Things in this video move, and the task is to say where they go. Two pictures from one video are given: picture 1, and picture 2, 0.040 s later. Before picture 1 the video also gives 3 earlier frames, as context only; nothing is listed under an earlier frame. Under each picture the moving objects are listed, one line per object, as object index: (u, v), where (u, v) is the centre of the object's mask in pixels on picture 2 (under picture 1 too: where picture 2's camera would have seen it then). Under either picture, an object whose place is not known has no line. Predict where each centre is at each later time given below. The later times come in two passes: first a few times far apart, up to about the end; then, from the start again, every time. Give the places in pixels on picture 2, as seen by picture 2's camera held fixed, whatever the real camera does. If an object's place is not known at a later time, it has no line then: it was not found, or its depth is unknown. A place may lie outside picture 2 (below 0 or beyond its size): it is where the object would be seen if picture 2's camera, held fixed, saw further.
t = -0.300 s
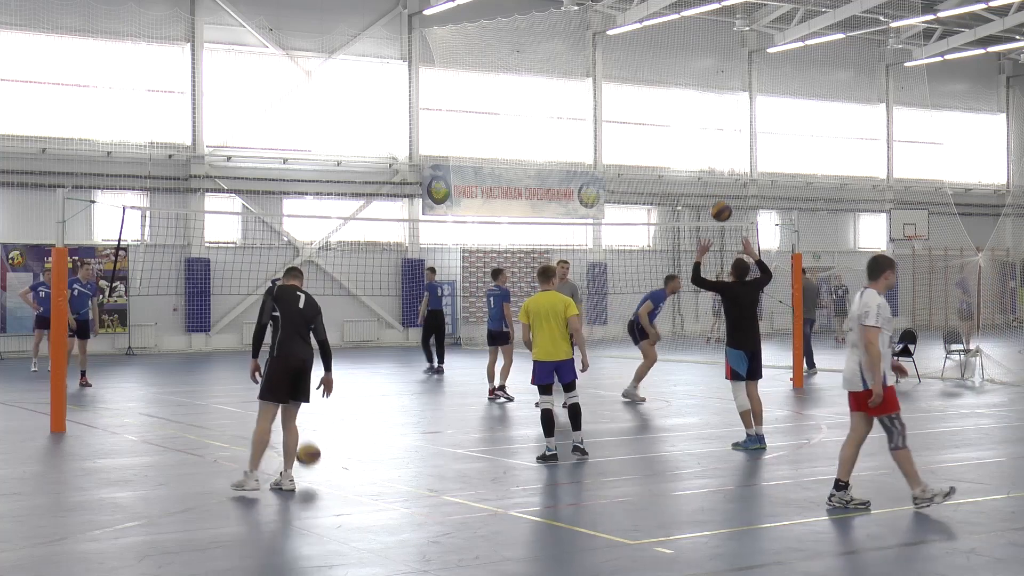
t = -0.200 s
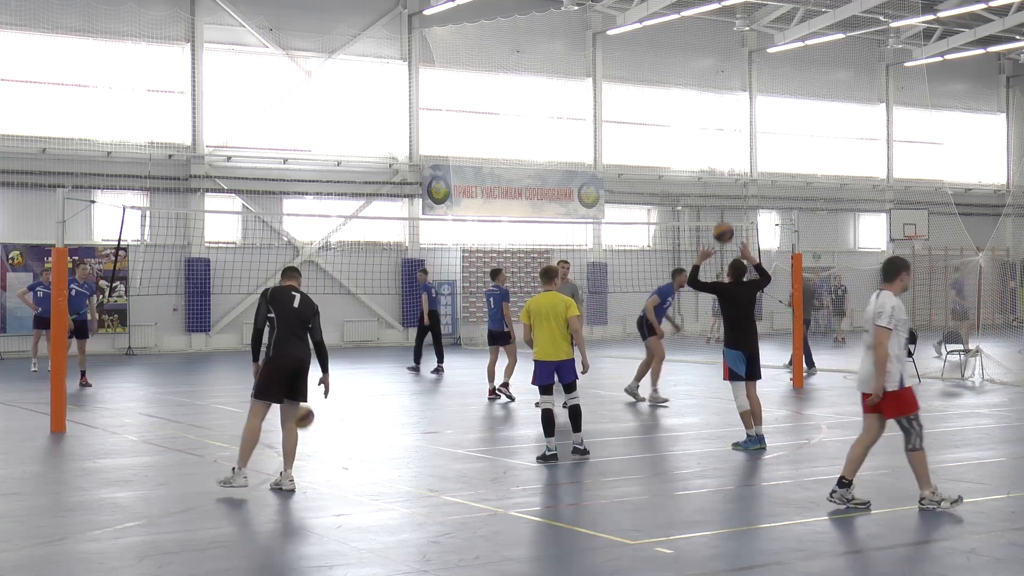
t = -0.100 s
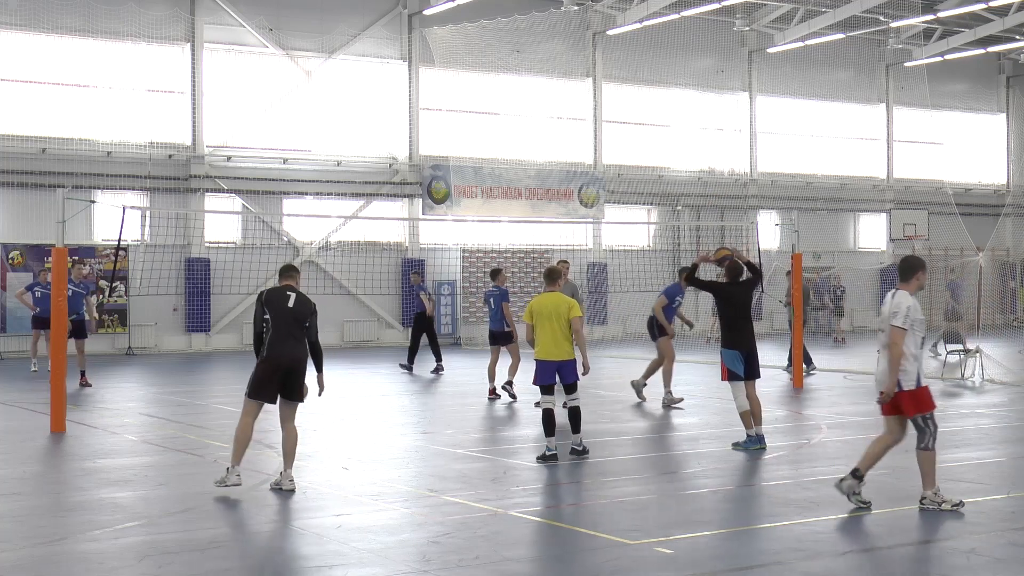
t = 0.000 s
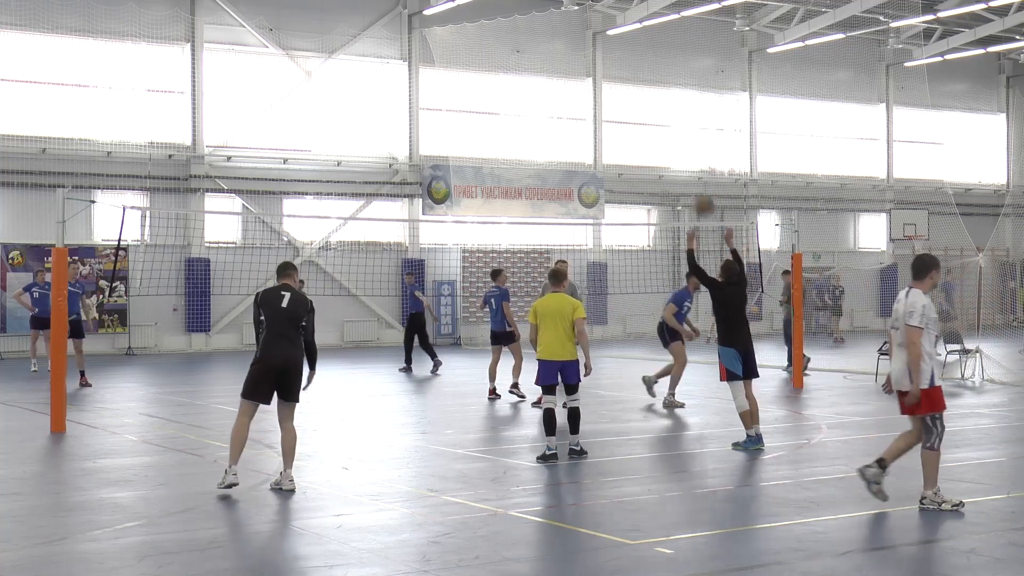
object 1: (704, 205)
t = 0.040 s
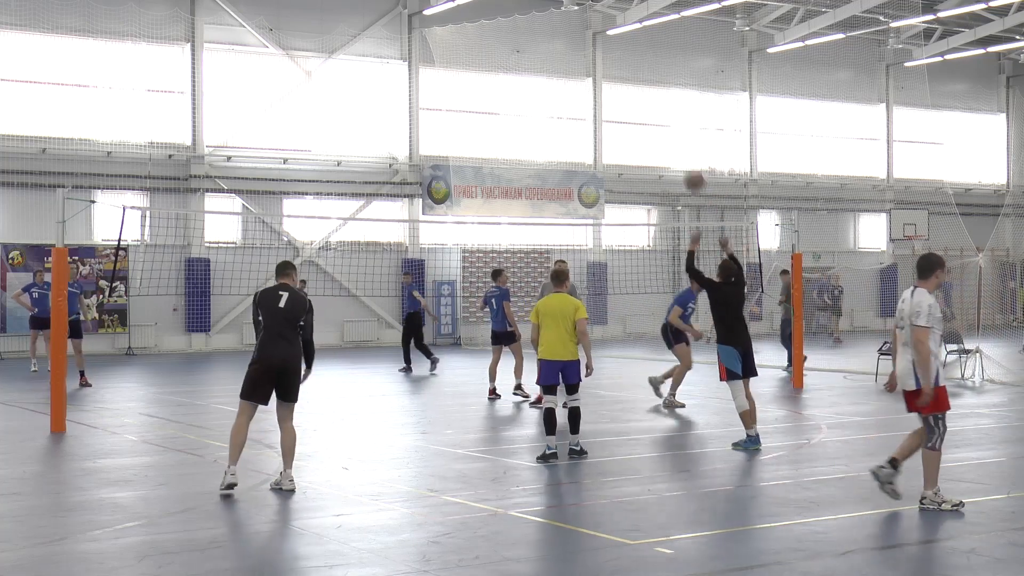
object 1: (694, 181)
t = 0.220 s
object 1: (653, 96)
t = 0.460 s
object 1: (605, 42)
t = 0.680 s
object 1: (567, 40)
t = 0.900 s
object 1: (533, 77)
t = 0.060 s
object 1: (690, 173)
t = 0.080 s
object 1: (684, 159)
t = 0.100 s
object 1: (680, 148)
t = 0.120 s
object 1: (674, 139)
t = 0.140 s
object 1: (670, 129)
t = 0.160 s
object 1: (665, 121)
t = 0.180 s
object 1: (662, 112)
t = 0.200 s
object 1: (657, 104)
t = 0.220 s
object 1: (653, 96)
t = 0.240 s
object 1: (649, 88)
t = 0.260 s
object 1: (644, 82)
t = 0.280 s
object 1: (641, 77)
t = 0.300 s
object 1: (636, 72)
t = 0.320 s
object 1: (632, 66)
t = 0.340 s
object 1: (629, 62)
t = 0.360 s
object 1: (624, 58)
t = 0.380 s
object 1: (621, 54)
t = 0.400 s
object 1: (617, 50)
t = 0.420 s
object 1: (613, 47)
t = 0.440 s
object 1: (609, 44)
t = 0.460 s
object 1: (605, 42)
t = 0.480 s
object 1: (602, 40)
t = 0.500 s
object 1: (598, 38)
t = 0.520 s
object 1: (595, 38)
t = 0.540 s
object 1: (591, 36)
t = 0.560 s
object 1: (588, 36)
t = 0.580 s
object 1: (584, 35)
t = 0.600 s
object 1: (581, 35)
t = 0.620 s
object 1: (578, 36)
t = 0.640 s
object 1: (574, 37)
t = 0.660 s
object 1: (571, 38)
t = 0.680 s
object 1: (567, 40)
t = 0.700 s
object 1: (564, 42)
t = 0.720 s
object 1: (561, 44)
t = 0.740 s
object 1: (557, 47)
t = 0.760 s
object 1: (555, 49)
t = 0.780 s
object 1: (551, 53)
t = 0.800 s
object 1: (548, 56)
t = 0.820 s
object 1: (545, 60)
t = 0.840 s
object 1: (542, 64)
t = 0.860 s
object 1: (539, 68)
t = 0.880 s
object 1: (536, 72)
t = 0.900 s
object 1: (533, 77)
